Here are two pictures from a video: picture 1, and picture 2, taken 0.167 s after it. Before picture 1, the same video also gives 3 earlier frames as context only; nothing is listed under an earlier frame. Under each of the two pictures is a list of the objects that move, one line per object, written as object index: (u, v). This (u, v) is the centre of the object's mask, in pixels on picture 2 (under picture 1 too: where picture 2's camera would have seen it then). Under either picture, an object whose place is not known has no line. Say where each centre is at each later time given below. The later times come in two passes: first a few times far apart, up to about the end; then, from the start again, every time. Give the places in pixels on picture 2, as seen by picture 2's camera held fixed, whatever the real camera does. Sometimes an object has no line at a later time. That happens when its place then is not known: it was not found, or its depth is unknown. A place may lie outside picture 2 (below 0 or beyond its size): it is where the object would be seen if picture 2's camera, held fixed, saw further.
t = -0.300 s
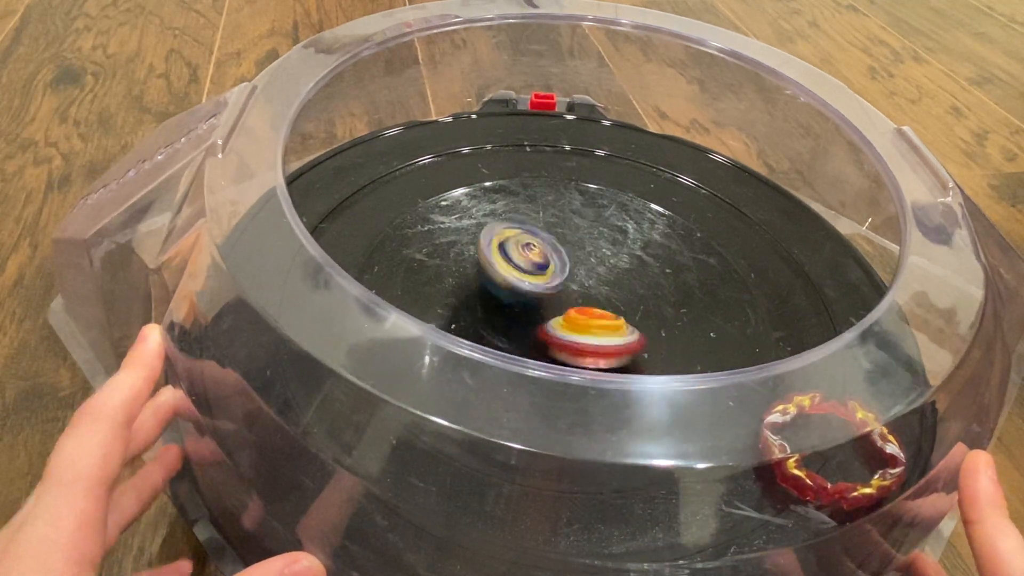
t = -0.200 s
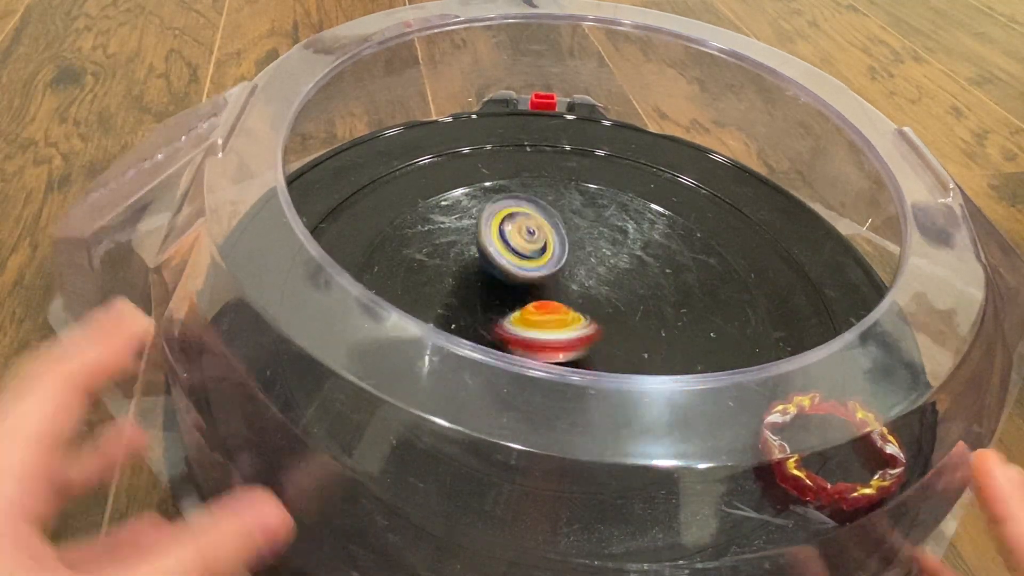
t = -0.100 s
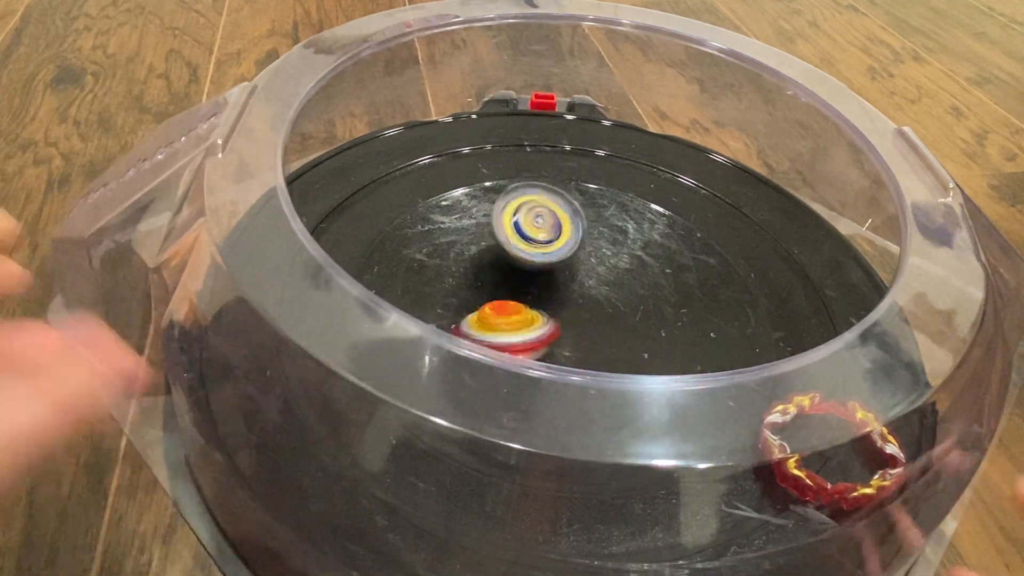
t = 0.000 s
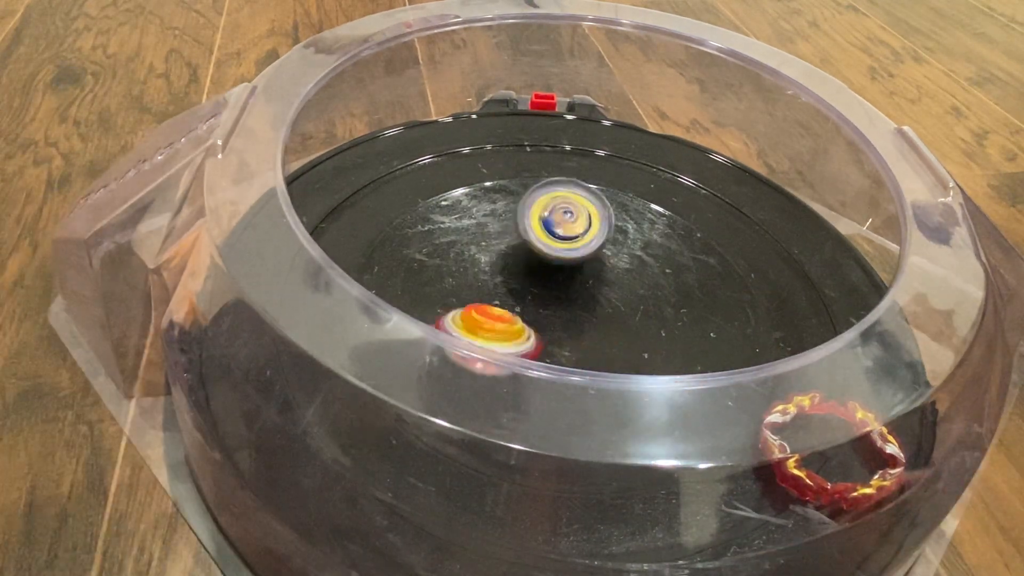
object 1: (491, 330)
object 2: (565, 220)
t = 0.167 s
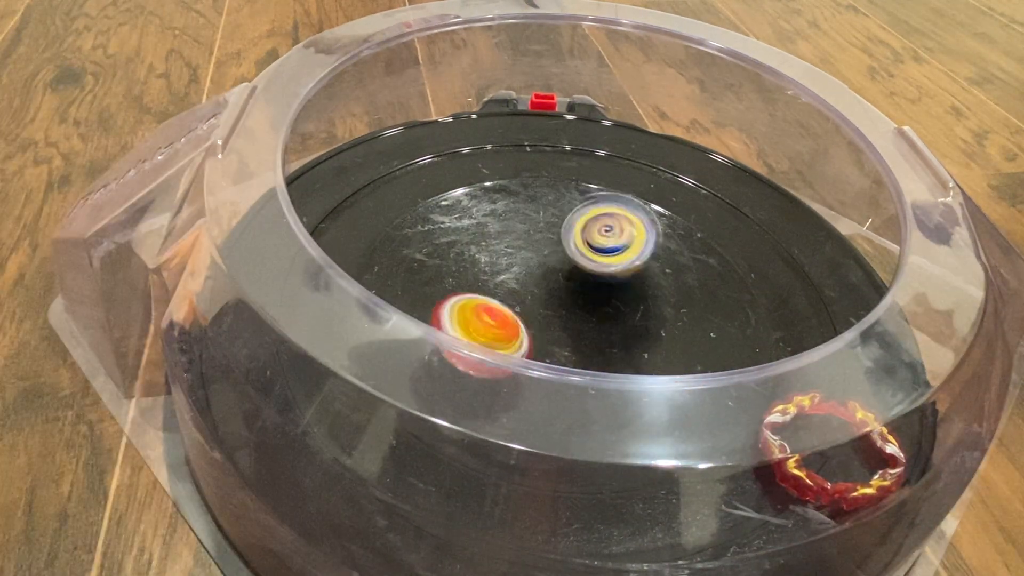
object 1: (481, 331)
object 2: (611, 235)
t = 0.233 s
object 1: (492, 321)
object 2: (622, 248)
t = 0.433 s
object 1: (540, 297)
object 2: (633, 306)
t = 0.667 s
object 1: (468, 216)
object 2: (656, 363)
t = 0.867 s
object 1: (516, 250)
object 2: (527, 359)
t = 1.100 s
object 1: (544, 277)
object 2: (447, 263)
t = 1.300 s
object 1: (564, 280)
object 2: (450, 229)
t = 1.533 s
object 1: (558, 288)
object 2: (488, 243)
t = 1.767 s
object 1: (565, 289)
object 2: (511, 236)
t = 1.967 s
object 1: (561, 293)
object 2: (502, 243)
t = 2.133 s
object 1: (562, 293)
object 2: (503, 244)
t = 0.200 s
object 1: (486, 322)
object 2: (617, 242)
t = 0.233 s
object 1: (492, 321)
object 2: (622, 248)
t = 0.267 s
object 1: (498, 321)
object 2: (628, 256)
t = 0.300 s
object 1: (506, 321)
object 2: (629, 264)
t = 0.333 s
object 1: (517, 321)
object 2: (631, 273)
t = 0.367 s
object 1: (528, 320)
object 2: (629, 282)
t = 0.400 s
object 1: (538, 318)
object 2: (628, 290)
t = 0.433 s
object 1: (540, 297)
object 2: (633, 306)
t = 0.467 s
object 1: (530, 267)
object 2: (642, 325)
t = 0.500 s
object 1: (513, 239)
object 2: (655, 335)
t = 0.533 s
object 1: (497, 221)
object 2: (662, 342)
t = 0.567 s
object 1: (481, 212)
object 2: (665, 351)
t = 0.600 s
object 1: (471, 208)
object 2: (662, 354)
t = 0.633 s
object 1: (466, 211)
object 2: (664, 357)
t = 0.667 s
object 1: (468, 216)
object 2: (656, 363)
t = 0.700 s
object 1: (474, 221)
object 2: (645, 365)
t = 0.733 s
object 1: (483, 227)
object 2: (619, 397)
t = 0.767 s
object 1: (493, 232)
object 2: (599, 403)
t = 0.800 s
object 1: (502, 238)
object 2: (572, 396)
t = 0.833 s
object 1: (510, 244)
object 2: (546, 381)
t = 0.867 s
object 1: (516, 250)
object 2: (527, 359)
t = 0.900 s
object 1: (521, 258)
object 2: (513, 337)
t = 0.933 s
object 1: (526, 265)
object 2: (499, 327)
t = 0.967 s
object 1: (531, 269)
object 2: (485, 316)
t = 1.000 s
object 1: (534, 270)
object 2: (474, 305)
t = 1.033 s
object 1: (537, 273)
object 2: (462, 292)
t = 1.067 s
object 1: (541, 275)
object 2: (452, 275)
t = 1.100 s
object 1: (544, 277)
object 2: (447, 263)
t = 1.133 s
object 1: (547, 281)
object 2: (445, 253)
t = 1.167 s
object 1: (552, 283)
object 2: (443, 244)
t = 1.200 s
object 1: (557, 284)
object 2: (443, 238)
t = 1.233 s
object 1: (560, 283)
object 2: (444, 234)
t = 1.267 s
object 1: (563, 281)
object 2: (447, 231)
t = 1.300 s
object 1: (564, 280)
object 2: (450, 229)
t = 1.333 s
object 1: (564, 279)
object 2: (455, 229)
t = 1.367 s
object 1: (564, 279)
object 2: (459, 231)
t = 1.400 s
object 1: (564, 280)
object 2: (466, 233)
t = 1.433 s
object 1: (562, 282)
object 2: (471, 237)
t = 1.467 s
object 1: (559, 284)
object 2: (478, 240)
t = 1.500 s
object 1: (557, 286)
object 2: (483, 242)
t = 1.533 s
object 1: (558, 288)
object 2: (488, 243)
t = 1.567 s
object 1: (559, 290)
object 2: (493, 243)
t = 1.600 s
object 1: (560, 290)
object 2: (500, 240)
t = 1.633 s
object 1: (560, 290)
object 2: (503, 238)
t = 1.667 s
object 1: (560, 289)
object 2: (506, 237)
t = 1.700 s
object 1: (563, 289)
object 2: (509, 235)
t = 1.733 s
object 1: (564, 289)
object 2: (510, 235)
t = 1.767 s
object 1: (565, 289)
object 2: (511, 236)
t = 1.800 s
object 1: (564, 289)
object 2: (510, 238)
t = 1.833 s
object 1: (563, 290)
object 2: (508, 239)
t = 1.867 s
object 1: (562, 291)
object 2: (506, 241)
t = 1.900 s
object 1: (562, 292)
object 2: (505, 242)
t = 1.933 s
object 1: (562, 292)
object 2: (504, 243)
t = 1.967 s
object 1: (561, 293)
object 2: (502, 243)
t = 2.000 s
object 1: (561, 293)
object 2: (503, 244)
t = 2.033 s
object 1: (561, 293)
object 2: (503, 244)
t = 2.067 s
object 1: (562, 293)
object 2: (503, 244)
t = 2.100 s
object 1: (562, 293)
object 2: (503, 244)
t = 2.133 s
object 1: (562, 293)
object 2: (503, 244)
